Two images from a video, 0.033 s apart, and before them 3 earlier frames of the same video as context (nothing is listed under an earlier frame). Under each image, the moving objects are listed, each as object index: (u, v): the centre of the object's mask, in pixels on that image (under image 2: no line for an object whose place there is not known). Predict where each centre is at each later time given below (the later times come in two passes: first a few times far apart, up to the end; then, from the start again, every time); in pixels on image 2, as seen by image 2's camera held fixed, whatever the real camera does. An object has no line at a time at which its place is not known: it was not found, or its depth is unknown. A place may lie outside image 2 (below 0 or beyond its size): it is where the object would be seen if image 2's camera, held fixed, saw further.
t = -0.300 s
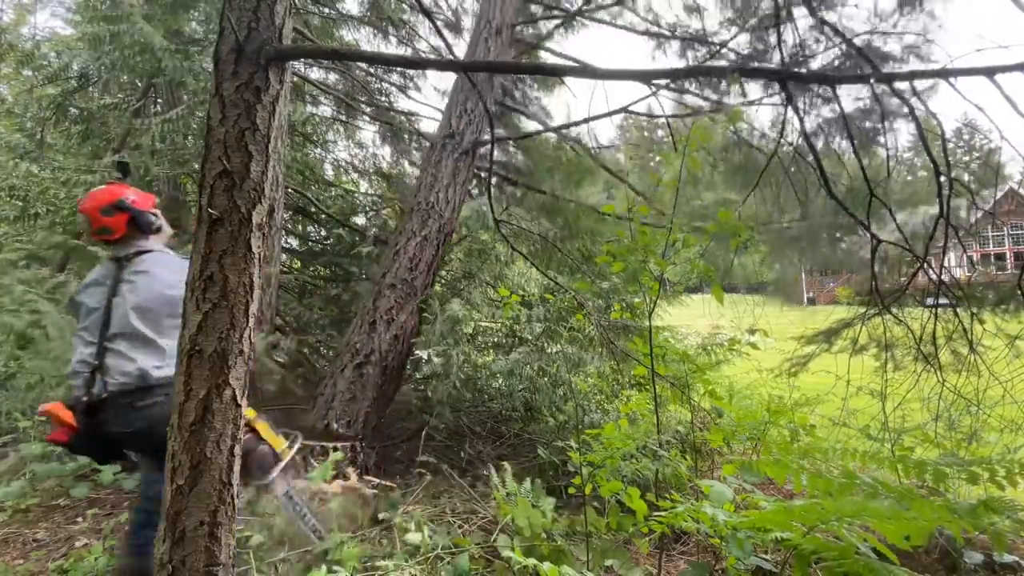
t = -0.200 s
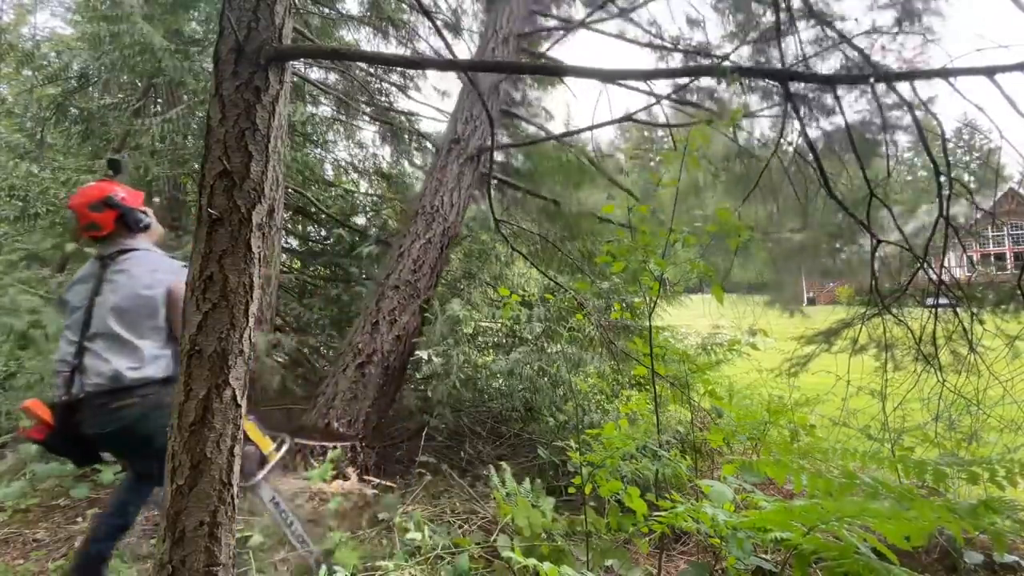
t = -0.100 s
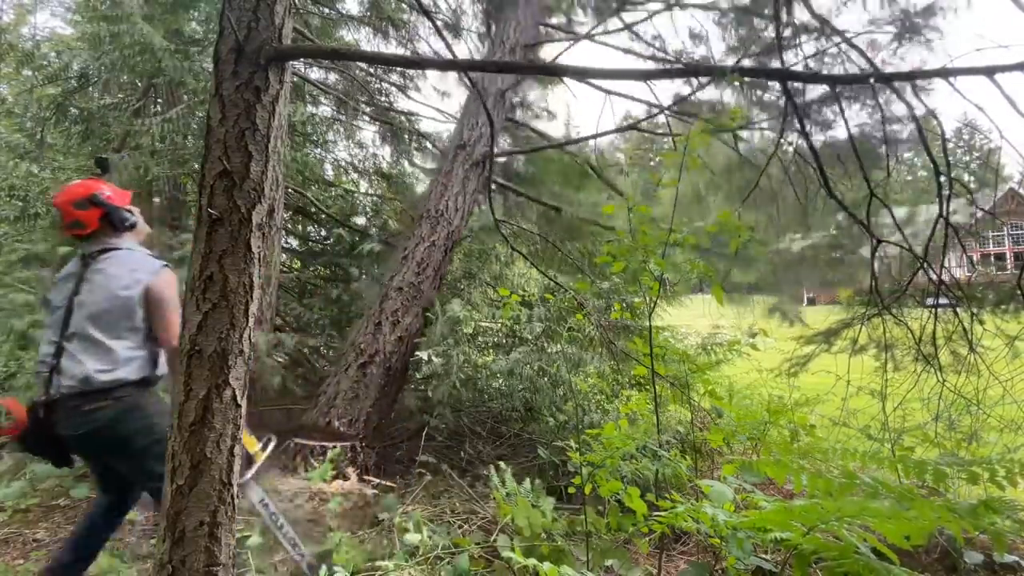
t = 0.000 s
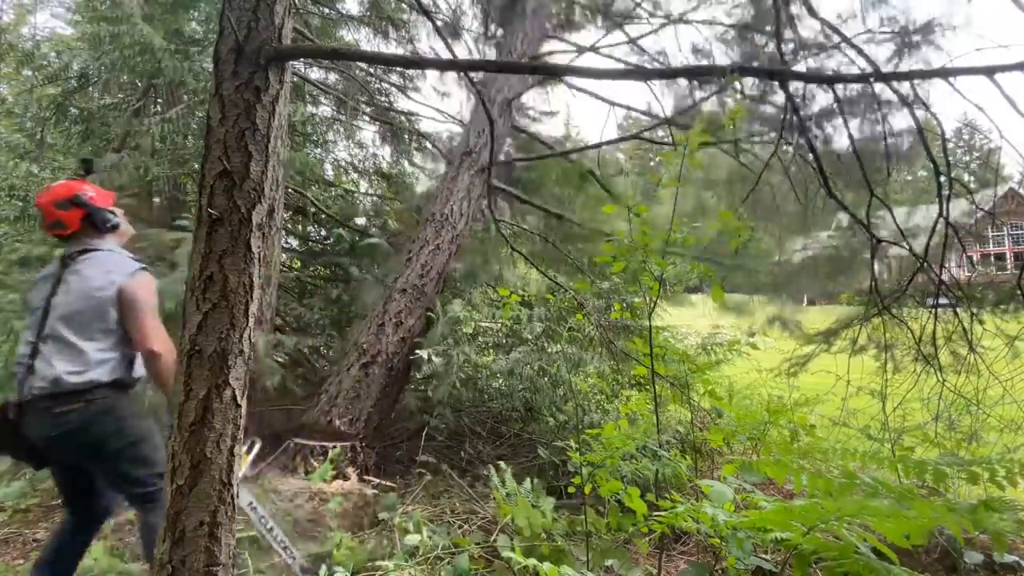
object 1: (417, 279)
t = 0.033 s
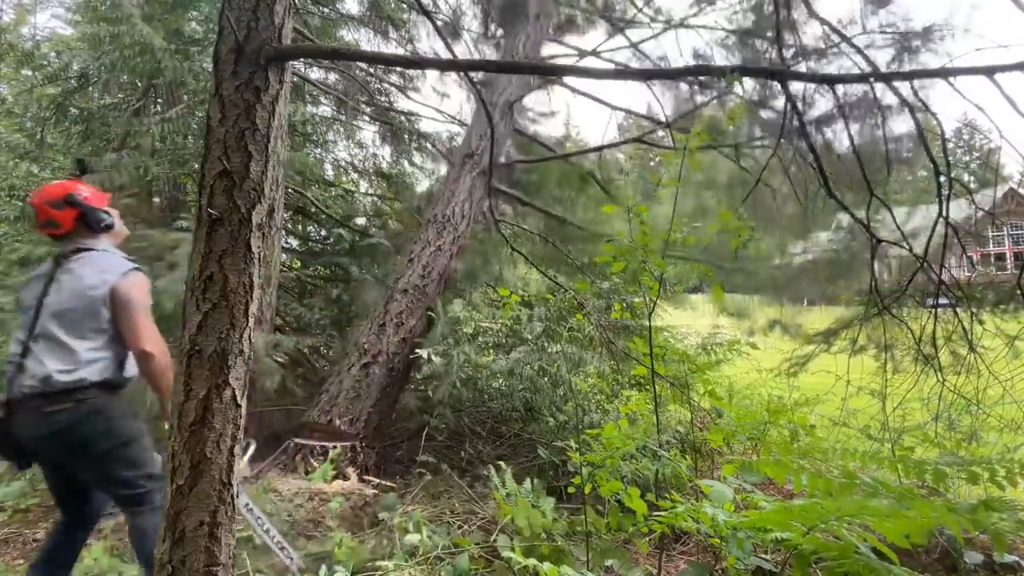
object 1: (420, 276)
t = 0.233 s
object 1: (432, 274)
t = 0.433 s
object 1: (441, 281)
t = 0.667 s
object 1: (458, 284)
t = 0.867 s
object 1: (475, 289)
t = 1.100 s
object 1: (469, 323)
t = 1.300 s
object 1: (465, 359)
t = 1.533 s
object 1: (504, 383)
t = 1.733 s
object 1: (490, 407)
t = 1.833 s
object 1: (482, 421)
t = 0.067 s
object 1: (422, 276)
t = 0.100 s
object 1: (424, 275)
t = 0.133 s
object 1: (426, 274)
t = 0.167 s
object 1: (428, 273)
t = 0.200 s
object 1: (430, 273)
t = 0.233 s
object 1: (432, 274)
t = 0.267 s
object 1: (434, 275)
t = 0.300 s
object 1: (436, 274)
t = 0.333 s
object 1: (438, 275)
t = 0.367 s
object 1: (438, 278)
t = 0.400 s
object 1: (439, 279)
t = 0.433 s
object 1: (441, 281)
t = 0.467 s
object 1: (444, 280)
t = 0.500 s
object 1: (447, 280)
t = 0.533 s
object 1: (450, 281)
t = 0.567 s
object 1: (451, 282)
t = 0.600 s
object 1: (453, 284)
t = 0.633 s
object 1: (455, 285)
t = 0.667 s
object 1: (458, 284)
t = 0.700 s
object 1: (462, 285)
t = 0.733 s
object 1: (466, 283)
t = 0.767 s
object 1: (468, 286)
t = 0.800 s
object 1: (470, 287)
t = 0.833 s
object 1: (472, 289)
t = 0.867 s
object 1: (475, 289)
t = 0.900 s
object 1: (480, 288)
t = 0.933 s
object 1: (483, 289)
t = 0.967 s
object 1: (479, 298)
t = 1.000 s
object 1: (488, 293)
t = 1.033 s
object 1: (469, 315)
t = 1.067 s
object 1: (471, 317)
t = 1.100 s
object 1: (469, 323)
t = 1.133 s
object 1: (463, 332)
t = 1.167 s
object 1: (465, 334)
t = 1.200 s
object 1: (467, 338)
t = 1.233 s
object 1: (467, 344)
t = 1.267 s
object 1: (469, 348)
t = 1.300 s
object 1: (465, 359)
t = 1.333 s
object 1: (468, 364)
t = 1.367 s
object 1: (472, 369)
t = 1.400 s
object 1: (480, 371)
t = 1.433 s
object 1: (486, 378)
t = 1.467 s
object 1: (490, 382)
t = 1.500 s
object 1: (498, 383)
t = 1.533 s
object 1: (504, 383)
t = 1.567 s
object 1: (519, 377)
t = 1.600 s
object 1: (510, 387)
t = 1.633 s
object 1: (494, 399)
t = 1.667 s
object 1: (503, 396)
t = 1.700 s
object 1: (510, 395)
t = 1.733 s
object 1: (490, 407)
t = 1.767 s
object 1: (505, 402)
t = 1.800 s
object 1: (454, 429)
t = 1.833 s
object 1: (482, 421)
